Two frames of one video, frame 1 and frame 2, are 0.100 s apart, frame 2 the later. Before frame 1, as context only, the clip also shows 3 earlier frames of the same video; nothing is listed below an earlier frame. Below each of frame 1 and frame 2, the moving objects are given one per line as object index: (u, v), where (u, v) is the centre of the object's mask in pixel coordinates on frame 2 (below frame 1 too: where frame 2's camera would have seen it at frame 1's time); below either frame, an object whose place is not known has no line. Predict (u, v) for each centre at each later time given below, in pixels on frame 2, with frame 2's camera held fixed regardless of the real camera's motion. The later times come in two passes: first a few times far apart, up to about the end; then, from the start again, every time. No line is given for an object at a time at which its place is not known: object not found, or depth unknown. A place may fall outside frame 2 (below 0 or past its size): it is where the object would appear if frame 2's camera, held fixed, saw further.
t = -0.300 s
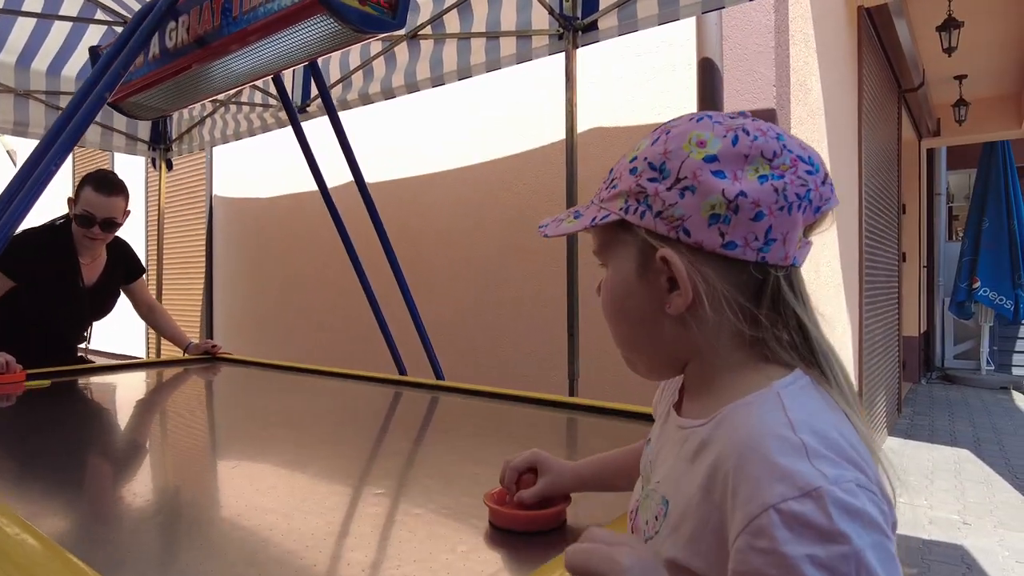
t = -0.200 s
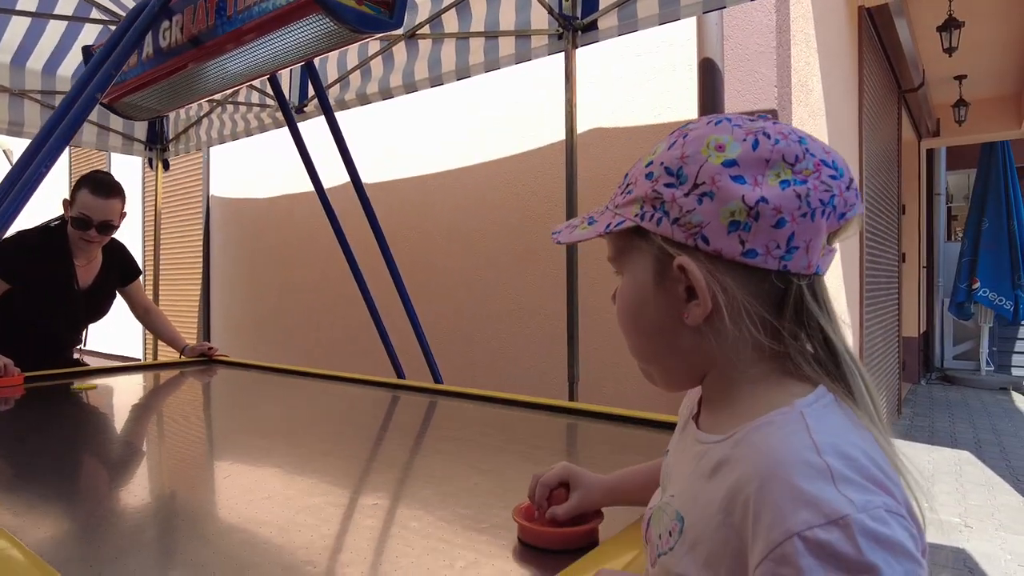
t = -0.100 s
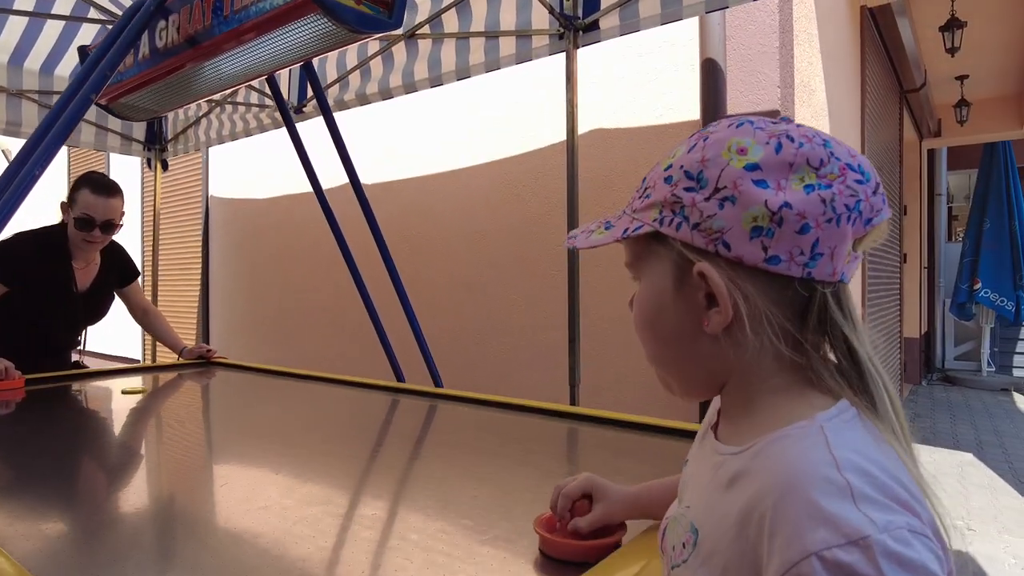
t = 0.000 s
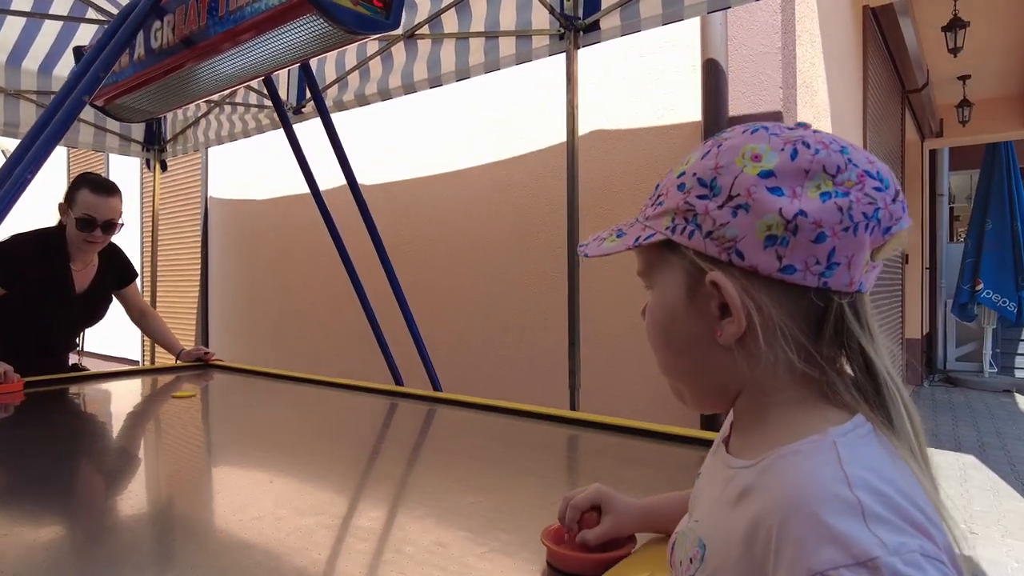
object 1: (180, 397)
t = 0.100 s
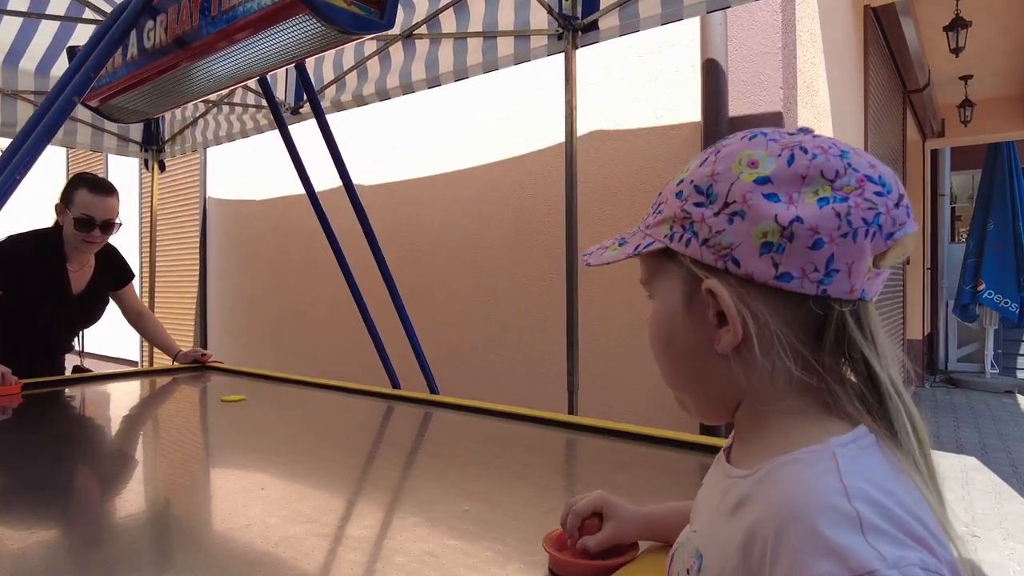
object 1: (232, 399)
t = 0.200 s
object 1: (289, 400)
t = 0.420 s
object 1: (396, 403)
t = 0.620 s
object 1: (423, 421)
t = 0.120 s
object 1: (244, 399)
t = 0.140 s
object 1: (255, 399)
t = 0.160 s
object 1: (266, 399)
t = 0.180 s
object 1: (277, 399)
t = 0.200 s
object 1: (289, 400)
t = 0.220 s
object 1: (300, 400)
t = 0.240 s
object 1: (311, 400)
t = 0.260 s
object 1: (322, 400)
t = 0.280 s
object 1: (335, 400)
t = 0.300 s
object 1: (346, 400)
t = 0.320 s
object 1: (358, 400)
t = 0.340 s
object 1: (369, 400)
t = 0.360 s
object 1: (381, 400)
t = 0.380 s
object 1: (391, 400)
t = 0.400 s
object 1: (393, 402)
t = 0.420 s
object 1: (396, 403)
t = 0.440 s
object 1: (397, 405)
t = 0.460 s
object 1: (400, 406)
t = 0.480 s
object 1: (402, 408)
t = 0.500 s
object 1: (405, 409)
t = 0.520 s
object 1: (408, 411)
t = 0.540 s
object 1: (411, 413)
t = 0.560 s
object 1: (413, 415)
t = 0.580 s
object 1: (417, 417)
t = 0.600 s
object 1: (420, 419)
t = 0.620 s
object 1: (423, 421)
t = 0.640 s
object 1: (426, 423)
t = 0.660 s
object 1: (429, 426)
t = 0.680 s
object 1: (433, 428)
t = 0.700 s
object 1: (437, 430)
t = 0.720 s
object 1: (440, 433)
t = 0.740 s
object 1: (445, 435)
